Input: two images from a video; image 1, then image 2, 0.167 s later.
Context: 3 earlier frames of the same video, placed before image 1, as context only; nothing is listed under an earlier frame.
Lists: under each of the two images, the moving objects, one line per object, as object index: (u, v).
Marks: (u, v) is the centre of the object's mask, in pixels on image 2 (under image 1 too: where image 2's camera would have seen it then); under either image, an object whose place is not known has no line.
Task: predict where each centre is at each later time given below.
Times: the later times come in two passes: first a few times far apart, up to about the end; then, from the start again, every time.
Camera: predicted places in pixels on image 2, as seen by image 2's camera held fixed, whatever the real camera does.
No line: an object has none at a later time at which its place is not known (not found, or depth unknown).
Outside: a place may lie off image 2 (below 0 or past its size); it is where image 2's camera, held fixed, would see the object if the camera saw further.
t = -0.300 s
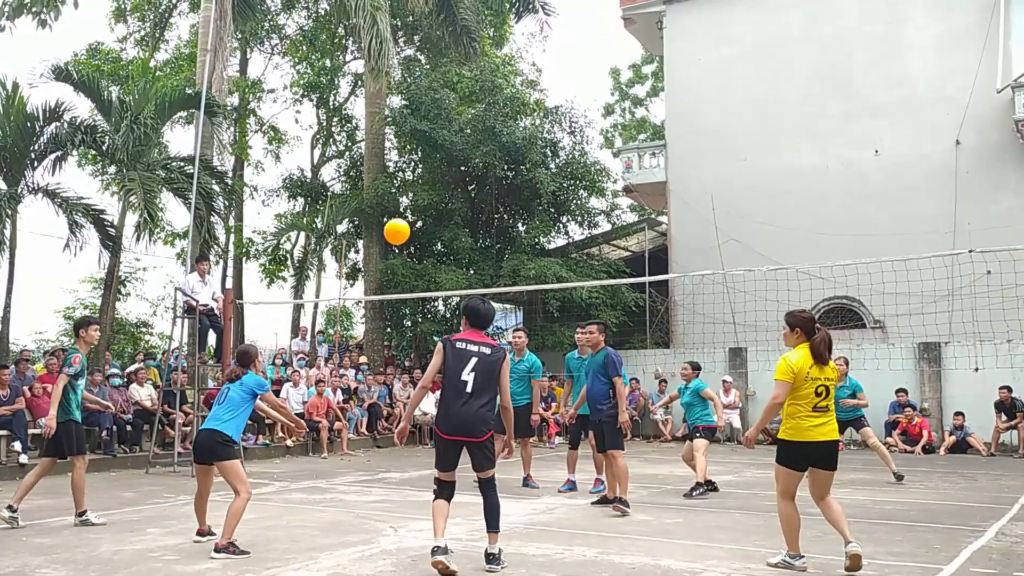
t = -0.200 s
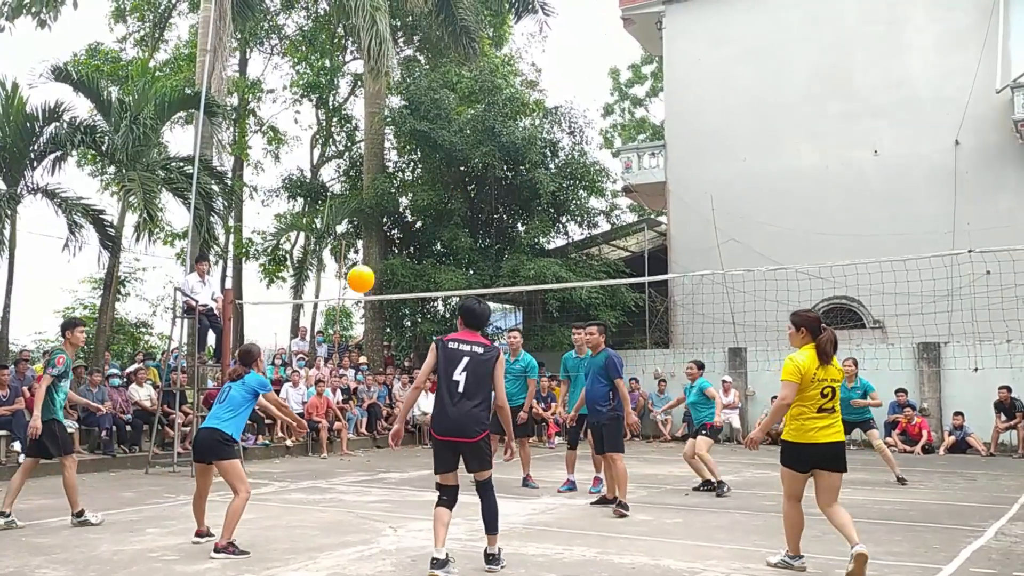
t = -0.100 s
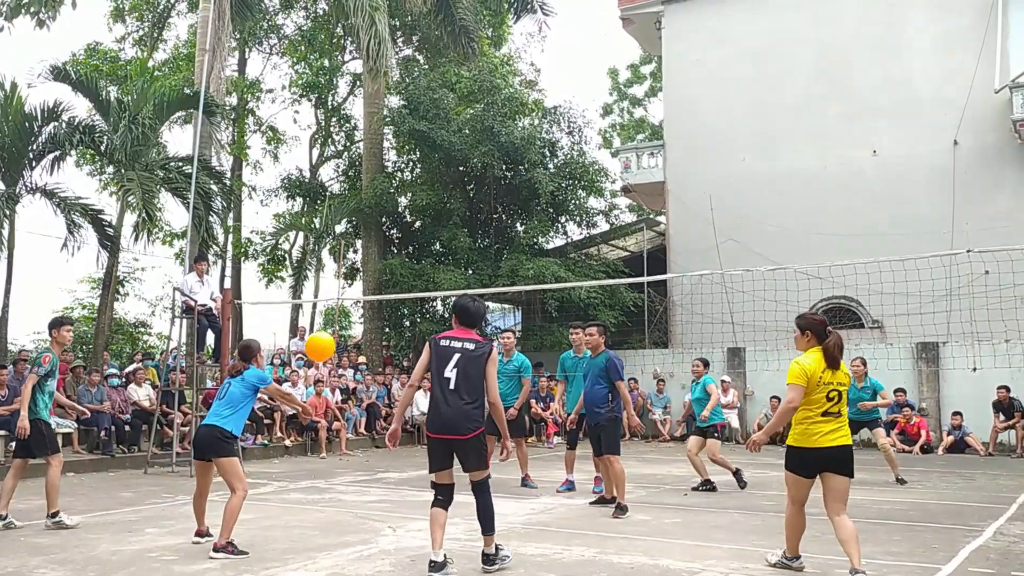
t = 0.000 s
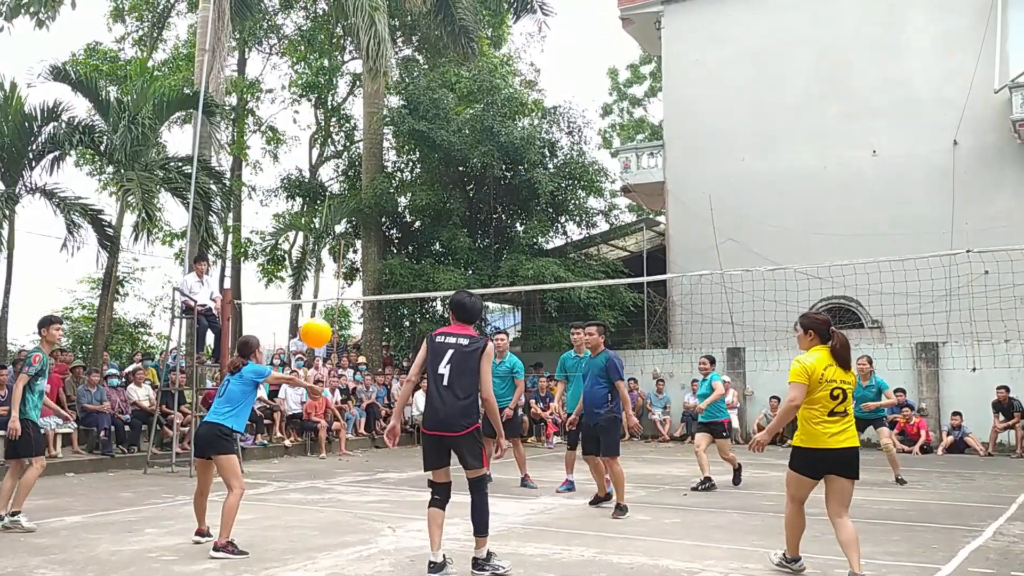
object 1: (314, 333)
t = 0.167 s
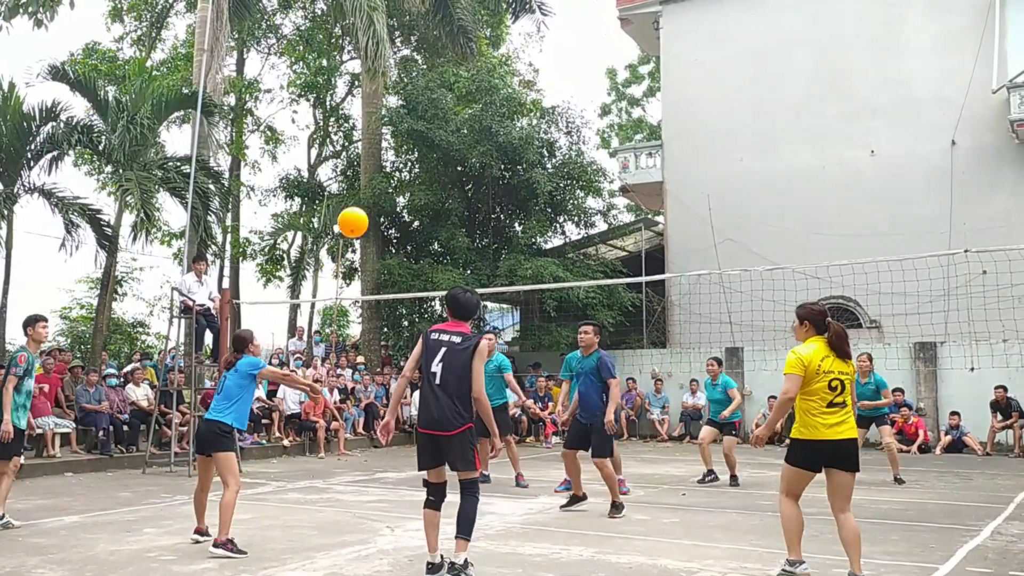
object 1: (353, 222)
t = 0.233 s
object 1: (368, 188)
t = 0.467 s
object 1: (418, 113)
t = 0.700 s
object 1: (465, 103)
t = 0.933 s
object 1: (513, 159)
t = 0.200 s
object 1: (360, 204)
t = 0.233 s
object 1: (368, 188)
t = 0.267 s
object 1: (375, 173)
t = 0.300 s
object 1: (383, 159)
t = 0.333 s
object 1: (390, 147)
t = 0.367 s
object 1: (397, 136)
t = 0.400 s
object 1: (403, 127)
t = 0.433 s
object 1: (410, 119)
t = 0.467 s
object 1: (418, 113)
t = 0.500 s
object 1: (424, 107)
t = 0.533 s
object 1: (431, 103)
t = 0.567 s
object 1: (438, 101)
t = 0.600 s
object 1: (445, 99)
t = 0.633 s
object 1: (451, 99)
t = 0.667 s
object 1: (458, 100)
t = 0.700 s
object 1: (465, 103)
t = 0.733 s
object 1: (472, 107)
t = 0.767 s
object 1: (479, 112)
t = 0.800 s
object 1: (485, 119)
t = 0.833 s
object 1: (492, 127)
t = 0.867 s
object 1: (499, 137)
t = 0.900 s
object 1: (506, 147)
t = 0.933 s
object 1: (513, 159)
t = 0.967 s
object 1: (520, 173)
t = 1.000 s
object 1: (526, 187)
